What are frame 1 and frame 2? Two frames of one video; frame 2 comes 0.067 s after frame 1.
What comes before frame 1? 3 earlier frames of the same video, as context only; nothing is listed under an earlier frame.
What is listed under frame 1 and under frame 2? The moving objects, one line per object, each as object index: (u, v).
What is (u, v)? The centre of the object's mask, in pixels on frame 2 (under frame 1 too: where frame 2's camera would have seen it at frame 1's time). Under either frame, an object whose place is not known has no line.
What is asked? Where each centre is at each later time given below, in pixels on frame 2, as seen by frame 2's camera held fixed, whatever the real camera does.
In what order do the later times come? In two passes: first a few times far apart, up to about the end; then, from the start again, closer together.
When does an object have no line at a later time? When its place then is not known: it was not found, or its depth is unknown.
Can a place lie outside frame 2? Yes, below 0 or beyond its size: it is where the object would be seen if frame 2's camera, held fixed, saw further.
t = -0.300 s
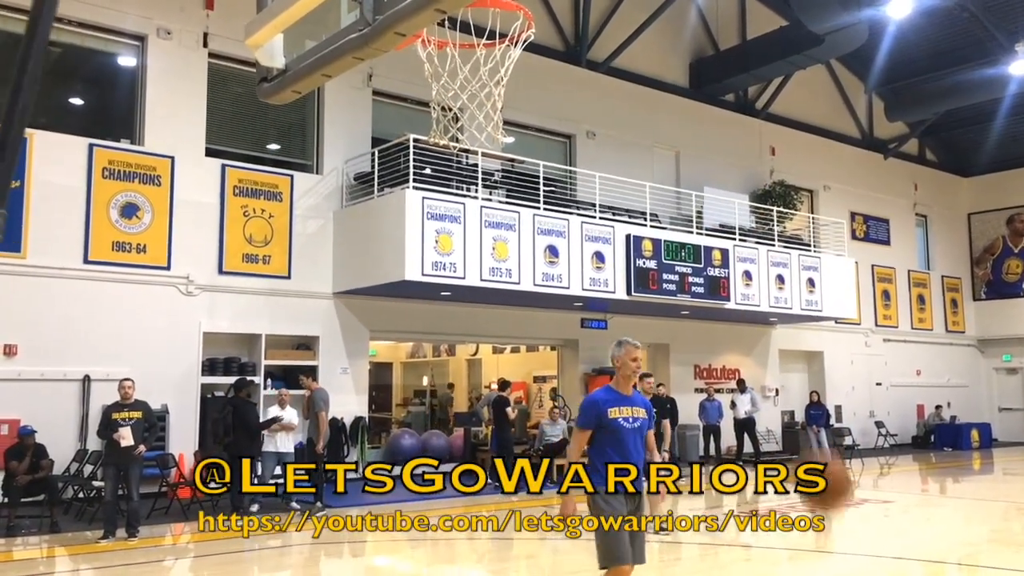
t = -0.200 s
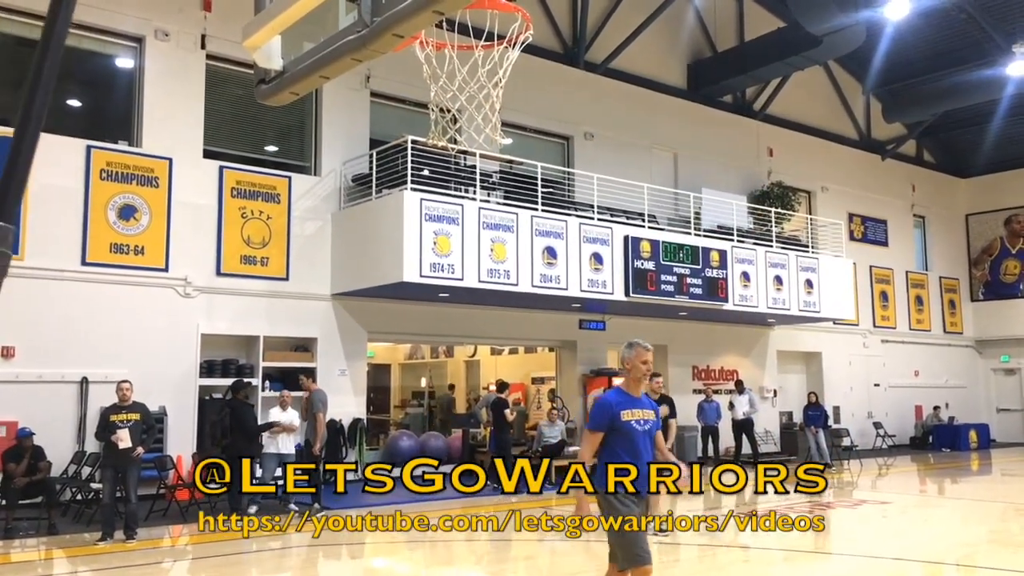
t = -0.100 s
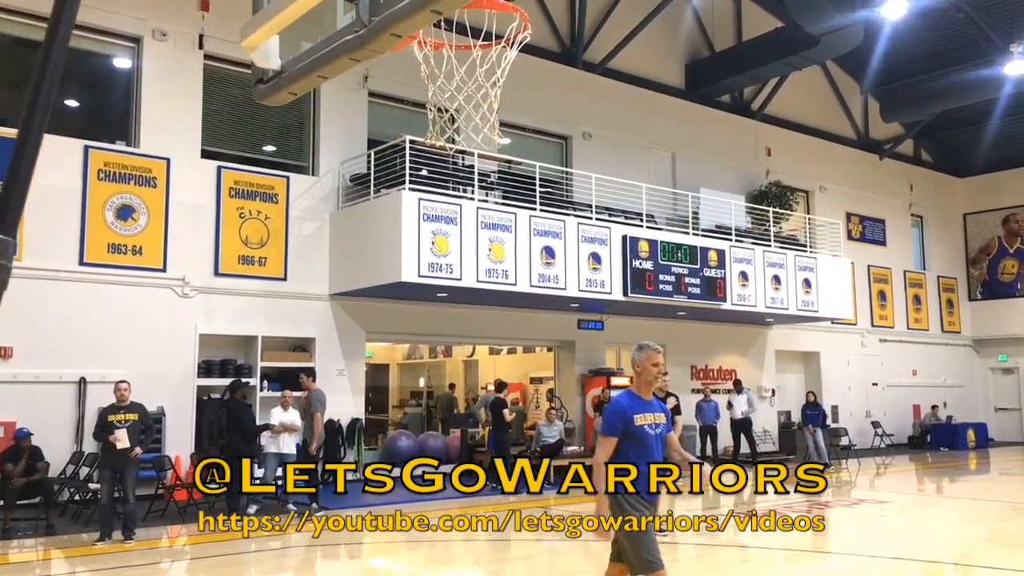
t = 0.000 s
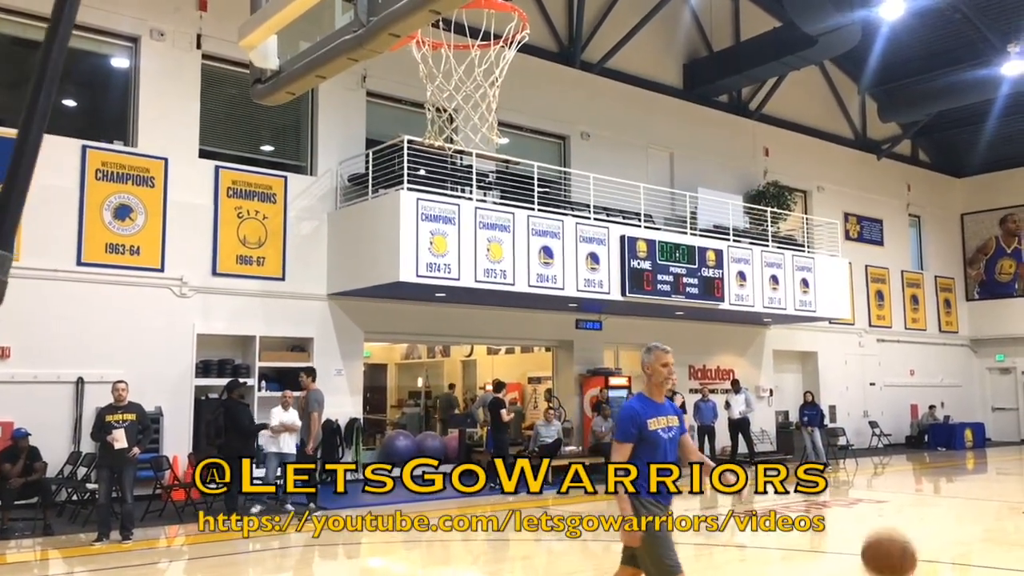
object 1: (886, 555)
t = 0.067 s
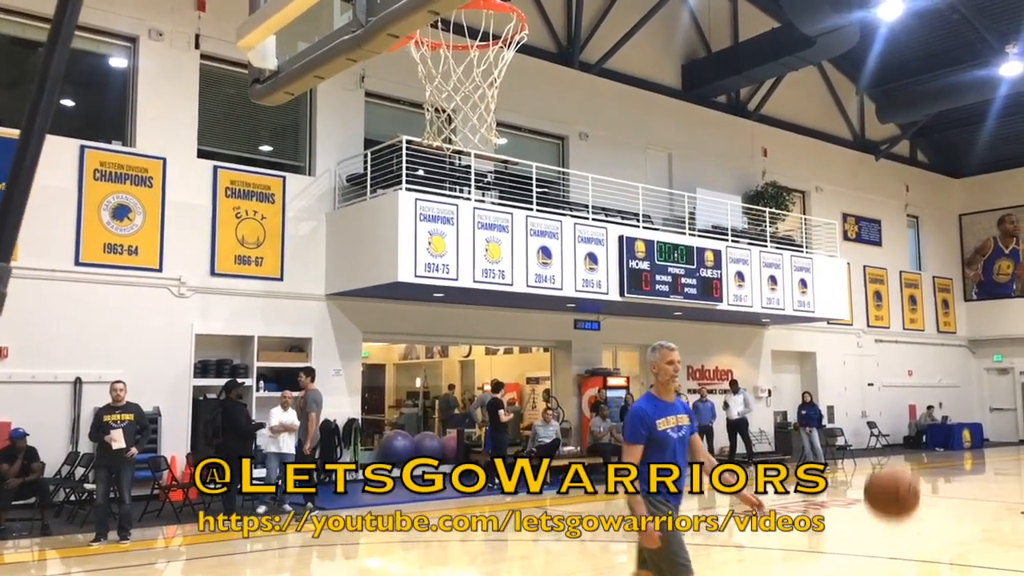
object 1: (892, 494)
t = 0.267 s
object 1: (909, 364)
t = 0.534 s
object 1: (940, 314)
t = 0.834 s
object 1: (991, 445)
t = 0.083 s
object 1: (893, 480)
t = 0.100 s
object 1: (895, 467)
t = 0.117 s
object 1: (897, 455)
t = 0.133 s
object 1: (898, 443)
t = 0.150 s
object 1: (898, 430)
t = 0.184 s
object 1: (901, 409)
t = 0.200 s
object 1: (903, 398)
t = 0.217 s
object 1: (904, 389)
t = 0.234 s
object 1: (906, 380)
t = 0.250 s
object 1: (907, 371)
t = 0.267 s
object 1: (909, 364)
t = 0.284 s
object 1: (911, 357)
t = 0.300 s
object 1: (913, 351)
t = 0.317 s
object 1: (914, 345)
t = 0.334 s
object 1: (916, 339)
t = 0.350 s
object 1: (918, 335)
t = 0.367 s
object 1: (920, 330)
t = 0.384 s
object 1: (921, 327)
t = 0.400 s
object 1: (923, 323)
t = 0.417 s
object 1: (925, 320)
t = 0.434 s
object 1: (927, 318)
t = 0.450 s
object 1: (929, 317)
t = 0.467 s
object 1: (932, 316)
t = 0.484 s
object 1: (934, 315)
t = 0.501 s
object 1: (937, 316)
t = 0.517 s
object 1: (939, 314)
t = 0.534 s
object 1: (940, 314)
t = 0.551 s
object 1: (943, 316)
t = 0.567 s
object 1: (947, 318)
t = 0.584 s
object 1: (948, 323)
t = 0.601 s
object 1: (951, 327)
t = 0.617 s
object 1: (954, 331)
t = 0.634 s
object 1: (959, 336)
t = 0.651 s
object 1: (960, 343)
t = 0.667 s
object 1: (963, 350)
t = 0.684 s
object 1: (967, 356)
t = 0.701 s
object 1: (970, 364)
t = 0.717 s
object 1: (973, 371)
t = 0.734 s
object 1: (974, 380)
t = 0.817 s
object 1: (989, 432)
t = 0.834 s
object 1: (991, 445)
